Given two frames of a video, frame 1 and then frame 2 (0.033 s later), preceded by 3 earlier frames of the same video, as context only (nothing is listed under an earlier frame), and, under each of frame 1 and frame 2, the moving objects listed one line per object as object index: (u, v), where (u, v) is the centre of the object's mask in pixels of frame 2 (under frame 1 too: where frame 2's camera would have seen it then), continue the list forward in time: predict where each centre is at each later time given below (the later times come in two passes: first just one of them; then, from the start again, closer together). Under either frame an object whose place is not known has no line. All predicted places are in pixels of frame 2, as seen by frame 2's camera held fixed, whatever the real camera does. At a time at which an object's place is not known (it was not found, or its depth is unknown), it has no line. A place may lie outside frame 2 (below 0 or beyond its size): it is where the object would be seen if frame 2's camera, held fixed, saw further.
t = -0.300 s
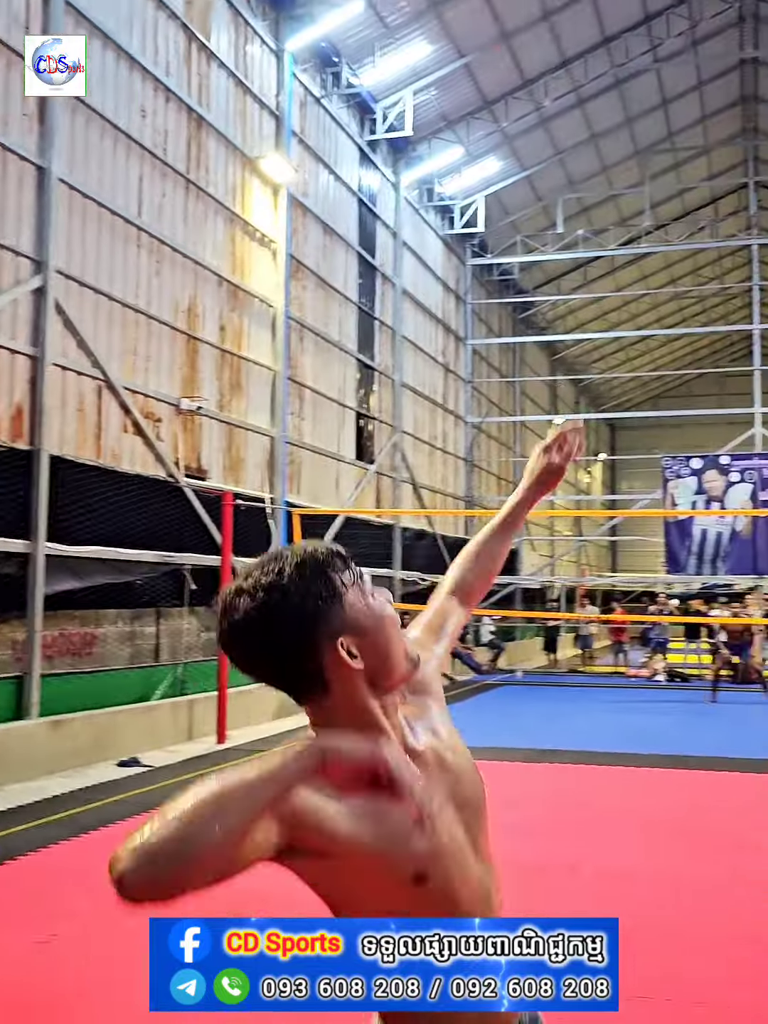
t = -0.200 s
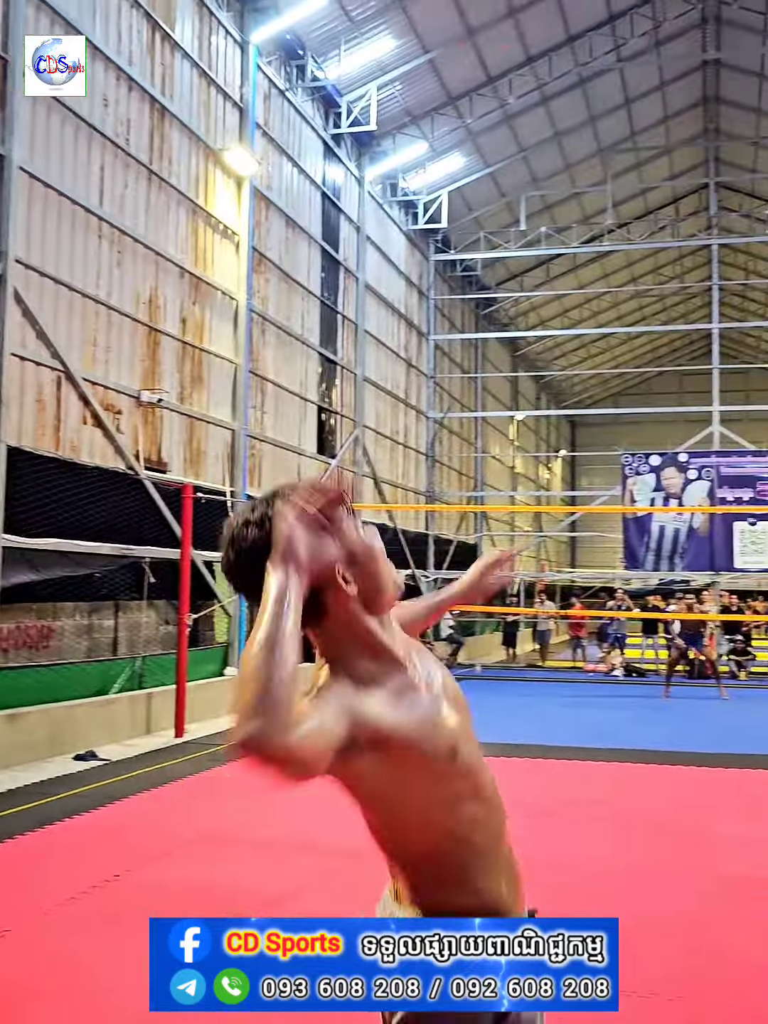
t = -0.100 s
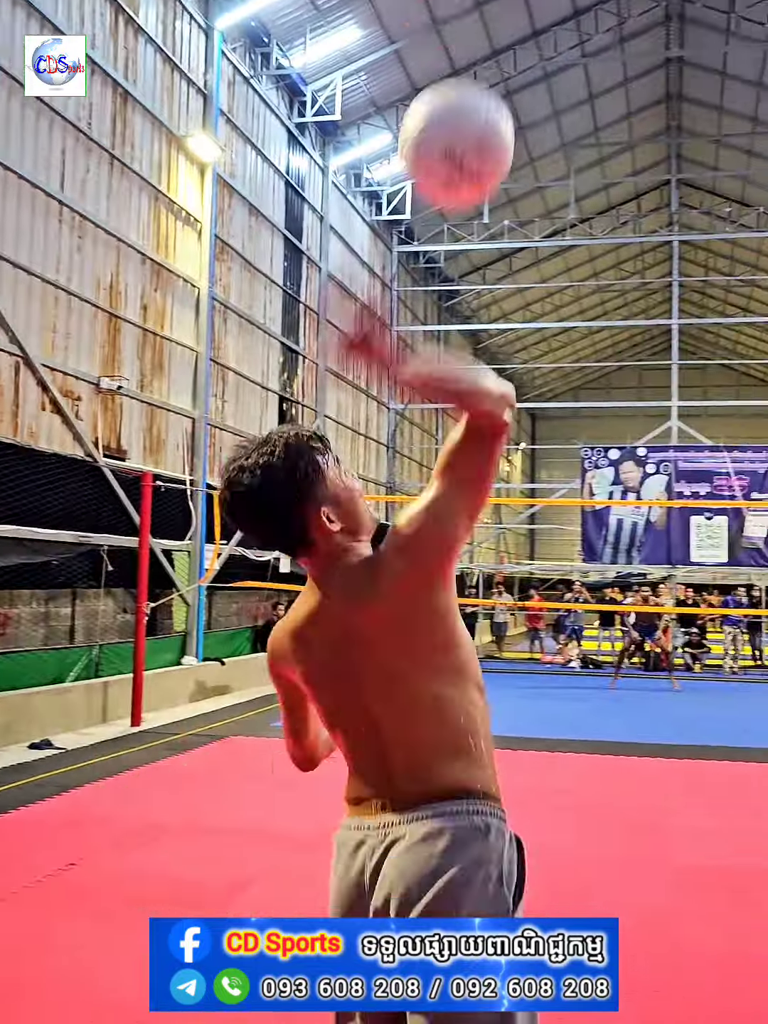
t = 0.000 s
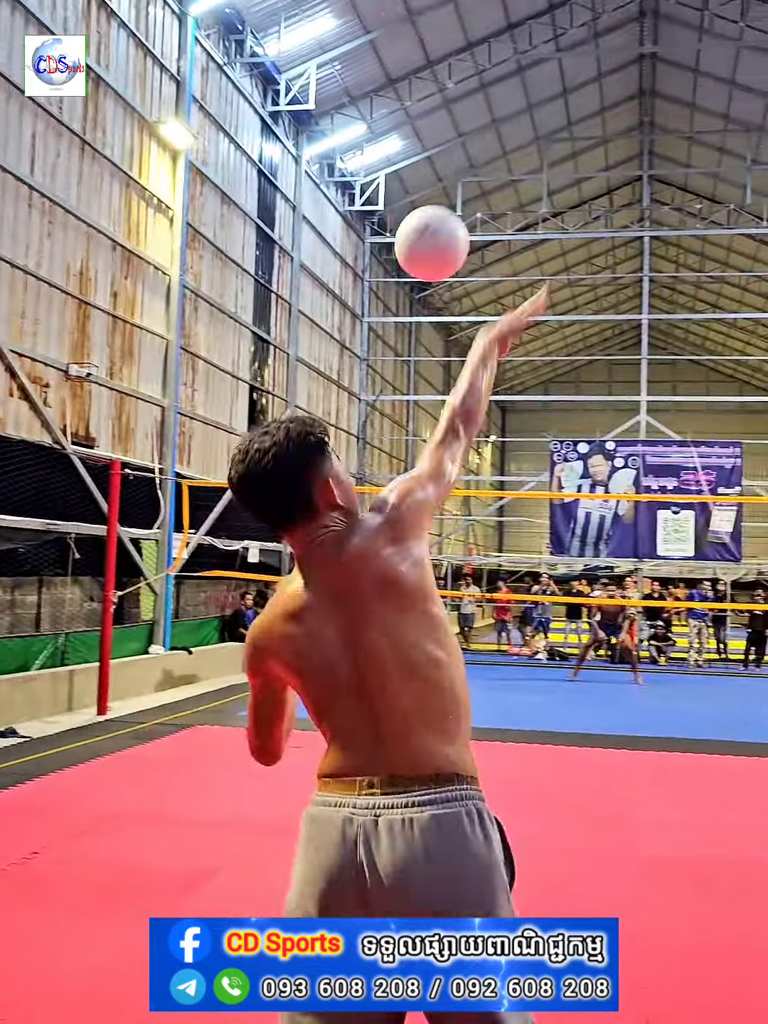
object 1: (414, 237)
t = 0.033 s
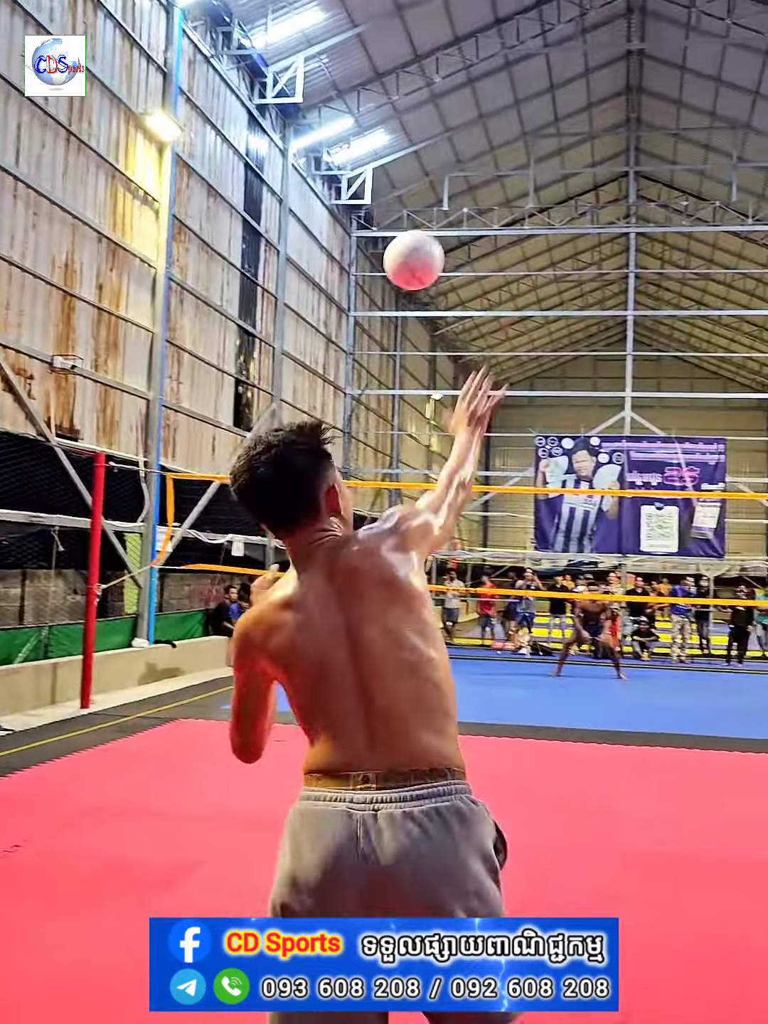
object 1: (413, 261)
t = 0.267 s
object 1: (390, 364)
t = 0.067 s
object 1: (410, 274)
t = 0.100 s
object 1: (406, 288)
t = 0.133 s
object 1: (402, 302)
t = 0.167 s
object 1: (399, 316)
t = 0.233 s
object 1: (394, 350)
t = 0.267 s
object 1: (390, 364)
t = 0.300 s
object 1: (387, 377)
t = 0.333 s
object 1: (384, 393)
